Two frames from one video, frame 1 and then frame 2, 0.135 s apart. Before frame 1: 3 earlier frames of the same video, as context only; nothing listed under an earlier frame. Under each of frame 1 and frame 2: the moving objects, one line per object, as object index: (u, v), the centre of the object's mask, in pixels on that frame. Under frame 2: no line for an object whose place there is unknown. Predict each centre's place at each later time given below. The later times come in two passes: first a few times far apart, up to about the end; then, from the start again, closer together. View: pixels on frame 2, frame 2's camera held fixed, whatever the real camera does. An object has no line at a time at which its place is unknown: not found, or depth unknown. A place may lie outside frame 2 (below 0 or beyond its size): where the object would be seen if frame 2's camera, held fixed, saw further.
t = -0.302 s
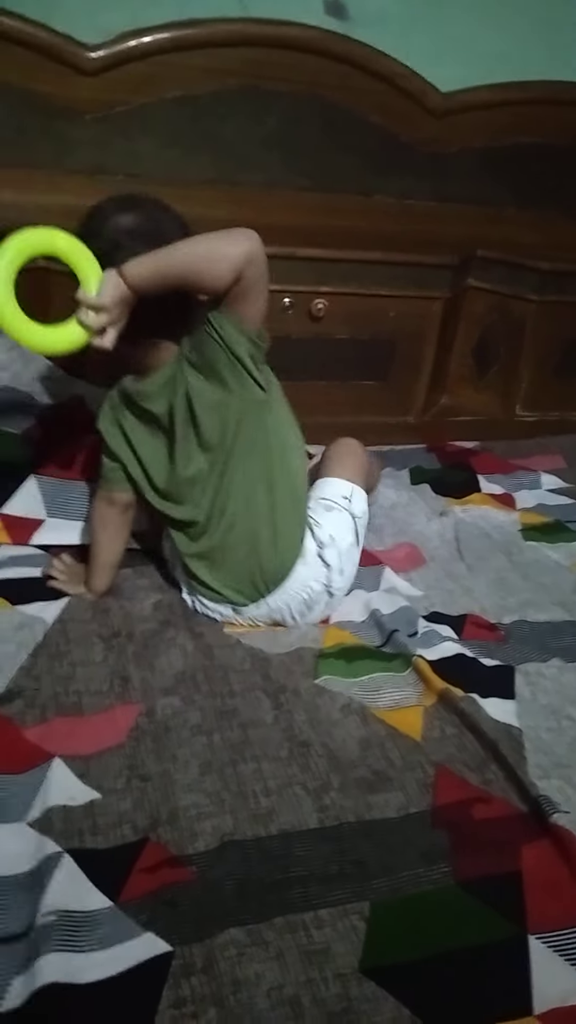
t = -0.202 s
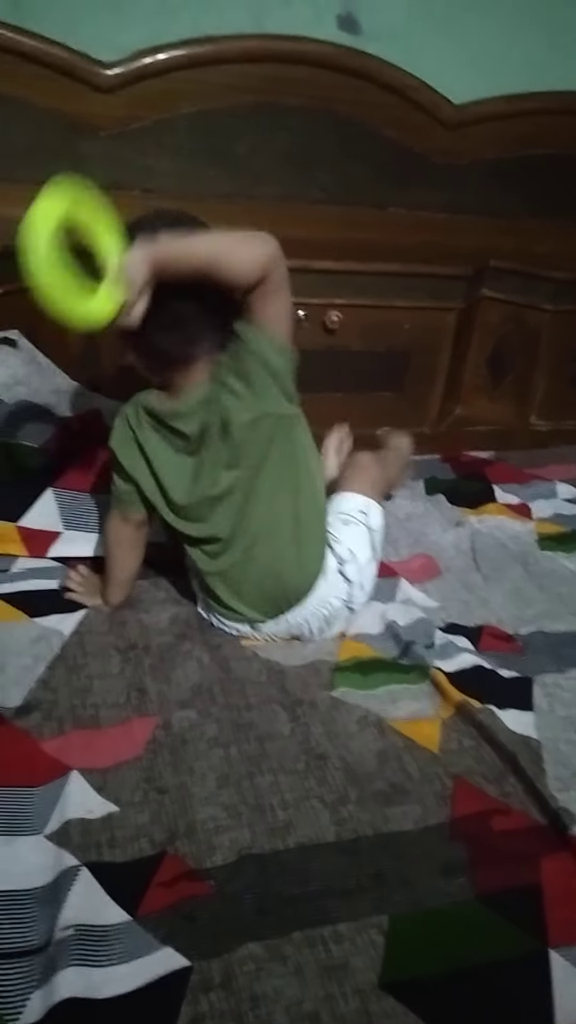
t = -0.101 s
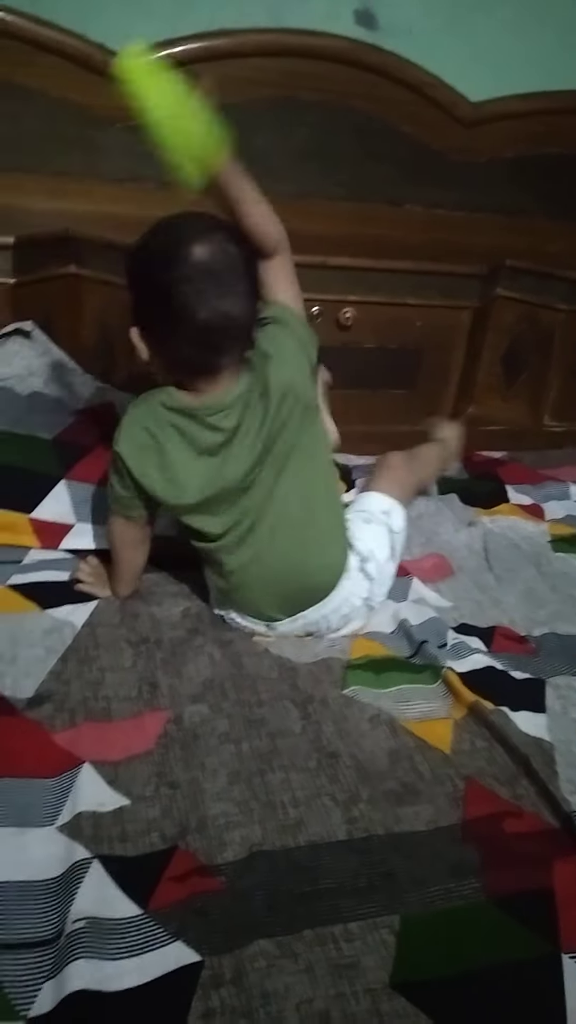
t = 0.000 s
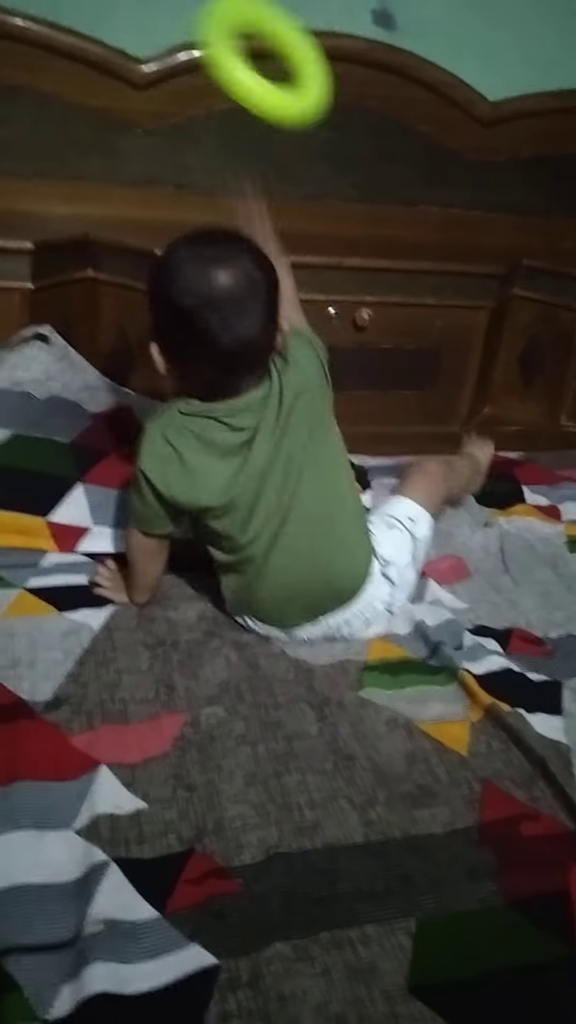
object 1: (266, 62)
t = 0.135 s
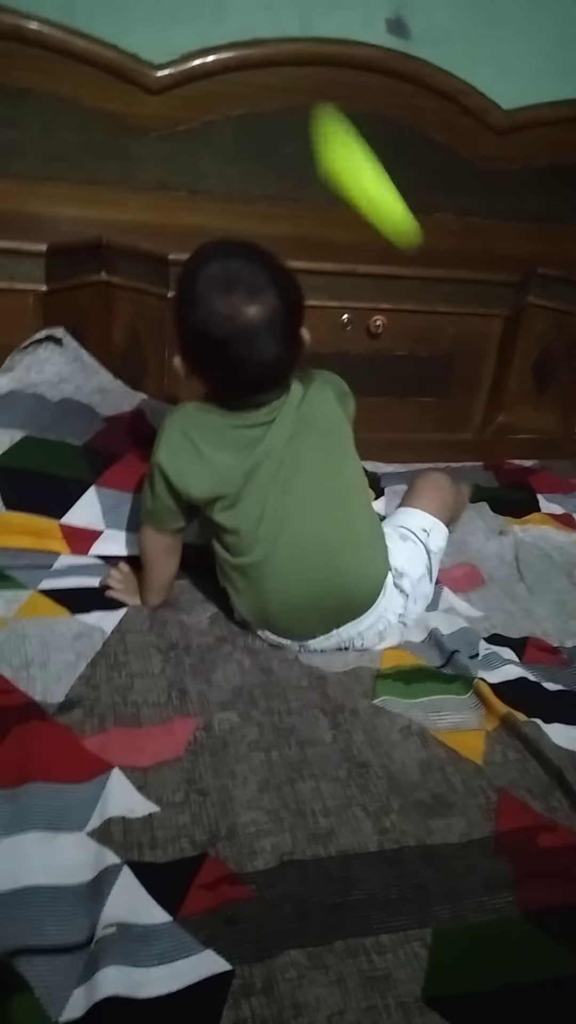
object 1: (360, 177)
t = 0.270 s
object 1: (416, 445)
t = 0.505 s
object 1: (356, 630)
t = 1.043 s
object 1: (284, 786)
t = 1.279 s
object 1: (330, 772)
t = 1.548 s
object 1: (309, 786)
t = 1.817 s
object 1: (308, 791)
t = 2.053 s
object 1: (308, 790)
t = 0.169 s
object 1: (376, 250)
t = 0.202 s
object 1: (394, 319)
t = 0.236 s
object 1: (406, 385)
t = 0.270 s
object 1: (416, 445)
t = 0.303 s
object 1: (423, 528)
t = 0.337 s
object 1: (432, 627)
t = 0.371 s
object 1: (422, 687)
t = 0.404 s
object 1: (408, 681)
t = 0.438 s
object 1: (393, 657)
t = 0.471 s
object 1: (376, 638)
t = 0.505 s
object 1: (356, 630)
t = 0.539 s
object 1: (336, 630)
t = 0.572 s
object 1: (314, 640)
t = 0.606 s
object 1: (293, 660)
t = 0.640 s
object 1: (275, 681)
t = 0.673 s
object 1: (266, 682)
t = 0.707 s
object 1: (256, 688)
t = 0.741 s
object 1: (245, 707)
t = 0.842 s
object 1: (240, 743)
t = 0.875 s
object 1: (242, 751)
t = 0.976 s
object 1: (263, 776)
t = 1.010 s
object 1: (273, 781)
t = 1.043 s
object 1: (284, 786)
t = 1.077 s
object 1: (296, 789)
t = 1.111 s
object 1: (307, 791)
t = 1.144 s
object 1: (318, 793)
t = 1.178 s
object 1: (327, 793)
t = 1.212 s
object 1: (334, 786)
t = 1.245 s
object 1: (335, 777)
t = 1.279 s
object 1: (330, 772)
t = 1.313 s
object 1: (321, 770)
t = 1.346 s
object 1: (311, 772)
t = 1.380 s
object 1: (305, 778)
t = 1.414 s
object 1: (307, 783)
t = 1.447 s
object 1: (310, 788)
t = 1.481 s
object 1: (312, 788)
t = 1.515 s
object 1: (312, 787)
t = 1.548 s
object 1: (309, 786)
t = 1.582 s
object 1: (308, 787)
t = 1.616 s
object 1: (308, 789)
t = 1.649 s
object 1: (307, 789)
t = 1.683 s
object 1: (308, 790)
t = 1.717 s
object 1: (308, 790)
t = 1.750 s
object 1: (308, 791)
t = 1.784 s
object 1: (308, 791)
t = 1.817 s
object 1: (308, 791)
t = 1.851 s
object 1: (308, 790)
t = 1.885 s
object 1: (308, 790)
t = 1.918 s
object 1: (308, 790)
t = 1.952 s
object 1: (308, 790)
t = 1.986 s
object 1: (308, 789)
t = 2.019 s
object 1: (308, 789)
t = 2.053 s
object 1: (308, 790)
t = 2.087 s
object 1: (308, 790)
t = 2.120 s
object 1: (309, 790)
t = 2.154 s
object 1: (309, 790)
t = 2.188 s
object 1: (309, 790)
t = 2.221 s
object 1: (309, 790)
